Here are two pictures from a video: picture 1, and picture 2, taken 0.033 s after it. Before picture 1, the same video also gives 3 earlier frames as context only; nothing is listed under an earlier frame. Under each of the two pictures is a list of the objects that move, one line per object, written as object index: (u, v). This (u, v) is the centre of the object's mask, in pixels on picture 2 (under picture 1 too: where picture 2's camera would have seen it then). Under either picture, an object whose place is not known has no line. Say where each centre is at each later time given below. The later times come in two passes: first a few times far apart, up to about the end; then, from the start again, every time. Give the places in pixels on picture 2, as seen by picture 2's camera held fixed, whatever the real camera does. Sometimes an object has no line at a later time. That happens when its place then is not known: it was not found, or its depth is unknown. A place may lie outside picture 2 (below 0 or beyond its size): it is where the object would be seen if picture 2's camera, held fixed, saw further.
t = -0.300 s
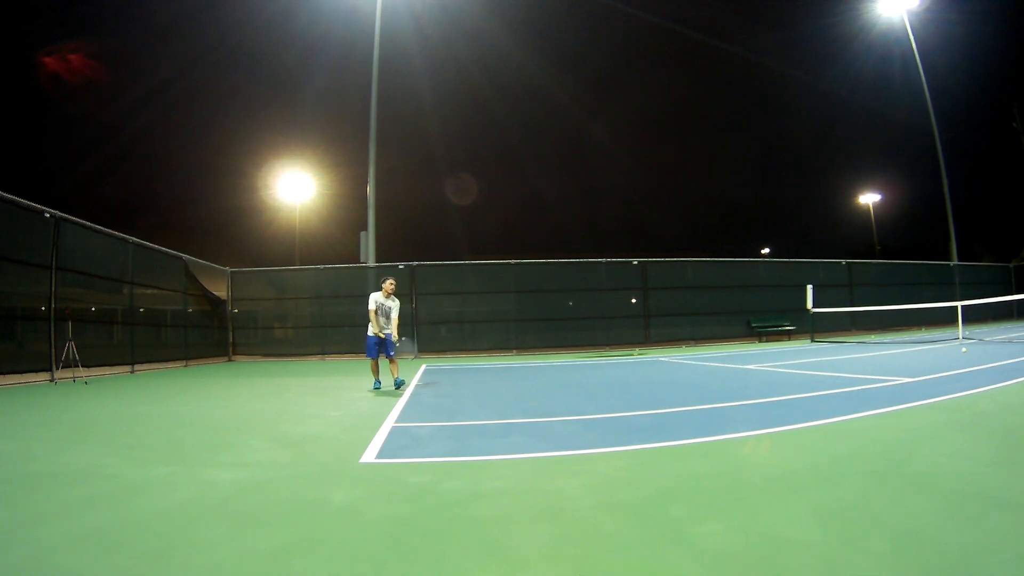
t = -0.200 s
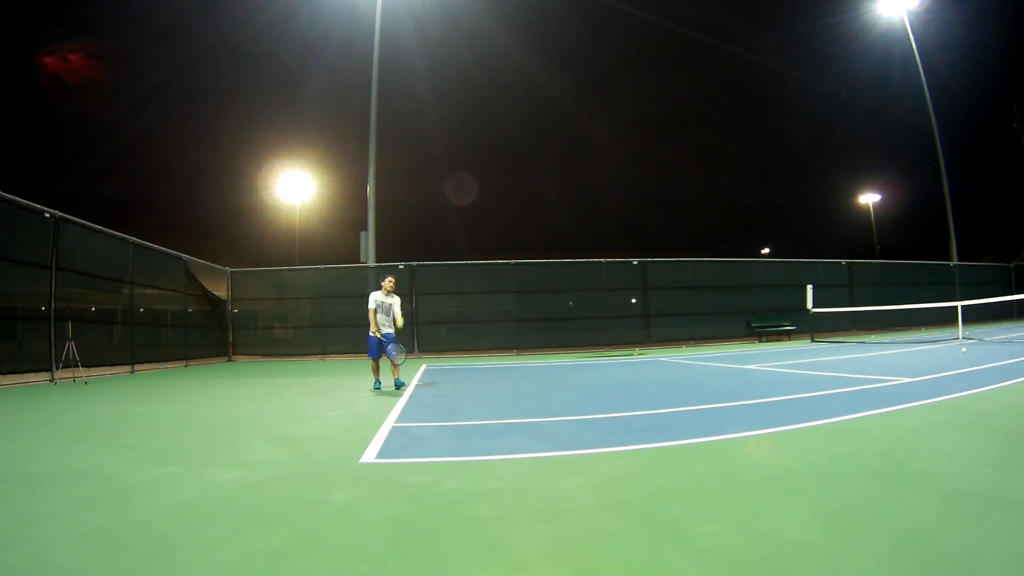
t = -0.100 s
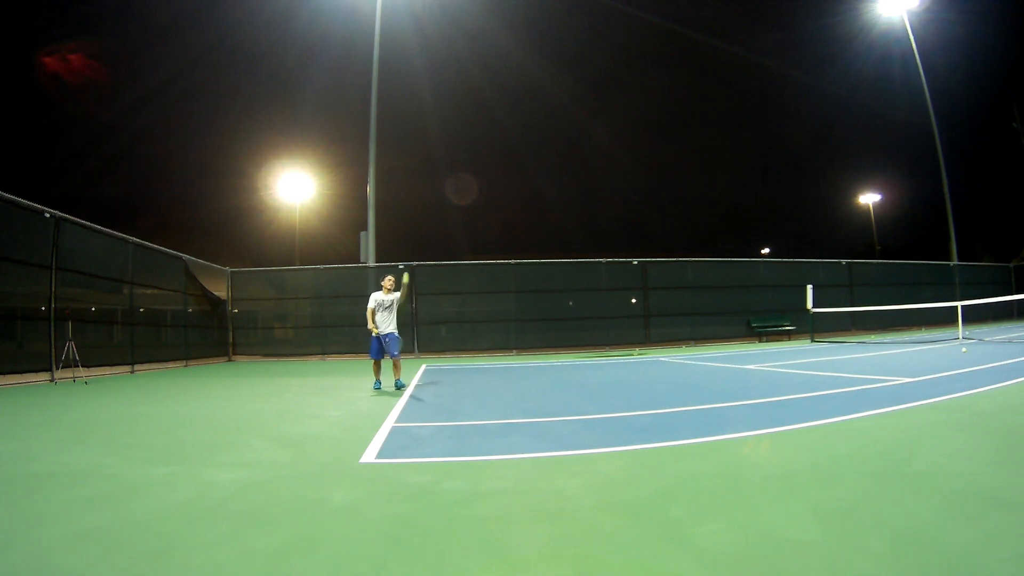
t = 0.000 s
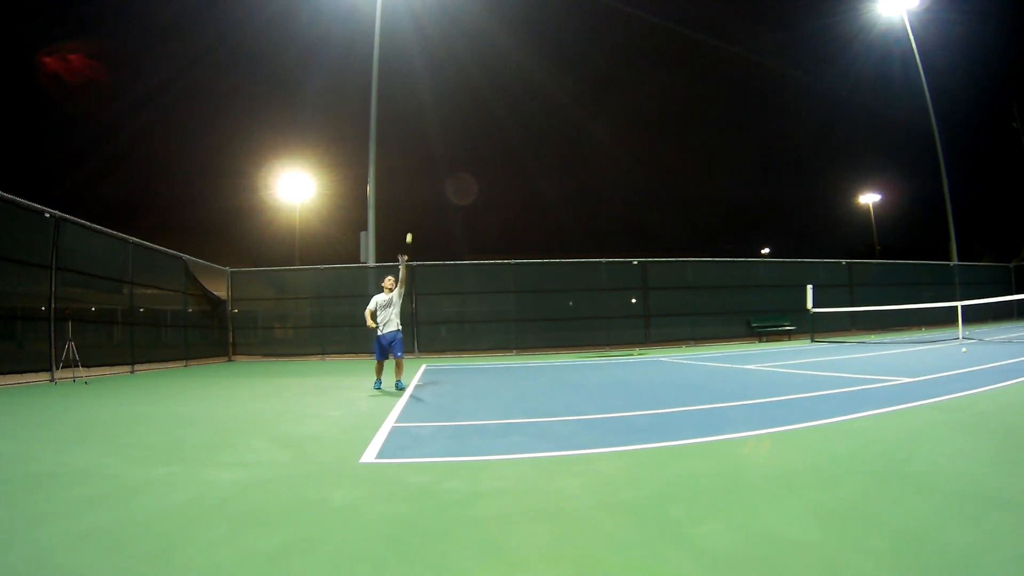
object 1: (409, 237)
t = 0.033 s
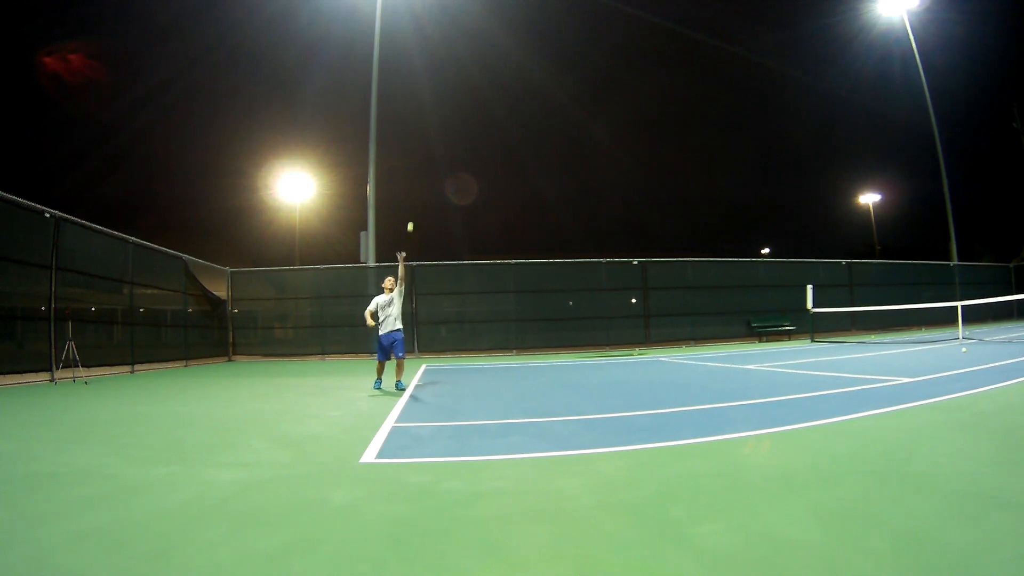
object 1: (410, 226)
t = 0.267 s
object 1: (419, 172)
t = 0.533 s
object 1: (428, 159)
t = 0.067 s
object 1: (411, 216)
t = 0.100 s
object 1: (410, 205)
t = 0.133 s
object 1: (412, 197)
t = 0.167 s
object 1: (414, 190)
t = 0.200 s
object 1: (416, 183)
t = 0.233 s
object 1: (417, 177)
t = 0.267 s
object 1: (419, 172)
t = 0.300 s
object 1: (420, 168)
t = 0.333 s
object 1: (421, 164)
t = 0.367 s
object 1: (422, 161)
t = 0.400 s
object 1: (424, 160)
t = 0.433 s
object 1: (425, 158)
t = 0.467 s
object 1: (426, 158)
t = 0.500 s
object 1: (427, 158)
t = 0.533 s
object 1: (428, 159)
